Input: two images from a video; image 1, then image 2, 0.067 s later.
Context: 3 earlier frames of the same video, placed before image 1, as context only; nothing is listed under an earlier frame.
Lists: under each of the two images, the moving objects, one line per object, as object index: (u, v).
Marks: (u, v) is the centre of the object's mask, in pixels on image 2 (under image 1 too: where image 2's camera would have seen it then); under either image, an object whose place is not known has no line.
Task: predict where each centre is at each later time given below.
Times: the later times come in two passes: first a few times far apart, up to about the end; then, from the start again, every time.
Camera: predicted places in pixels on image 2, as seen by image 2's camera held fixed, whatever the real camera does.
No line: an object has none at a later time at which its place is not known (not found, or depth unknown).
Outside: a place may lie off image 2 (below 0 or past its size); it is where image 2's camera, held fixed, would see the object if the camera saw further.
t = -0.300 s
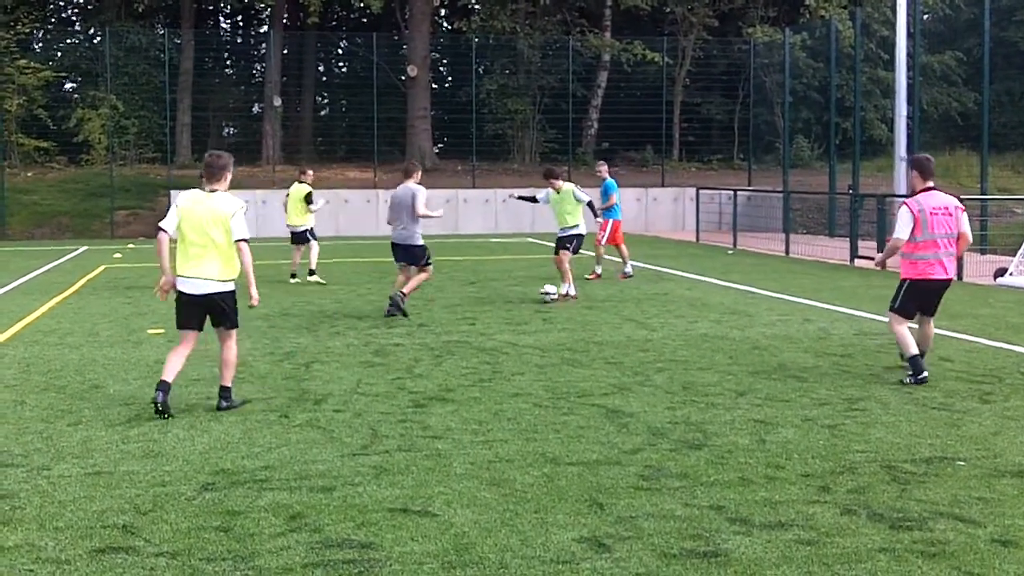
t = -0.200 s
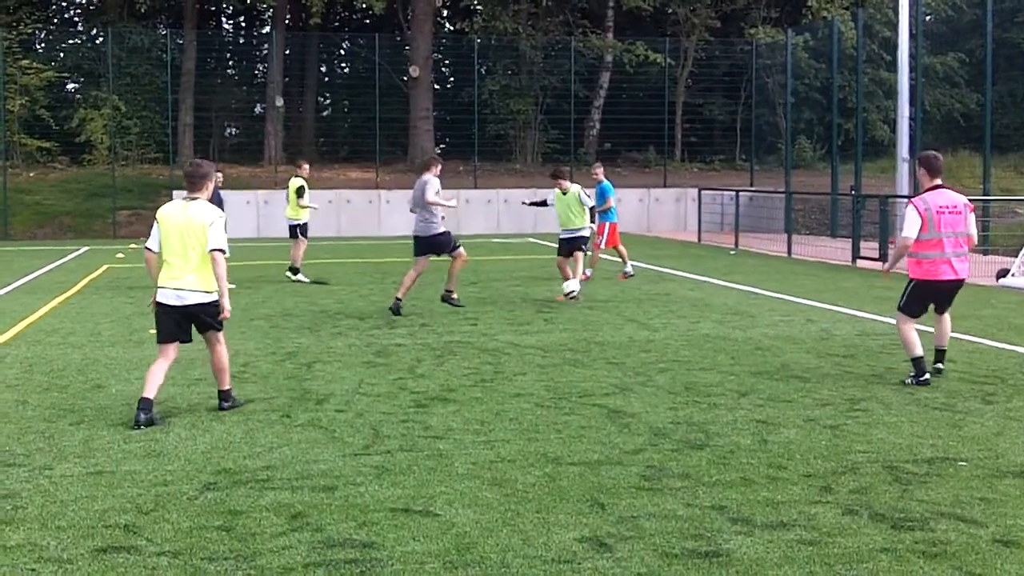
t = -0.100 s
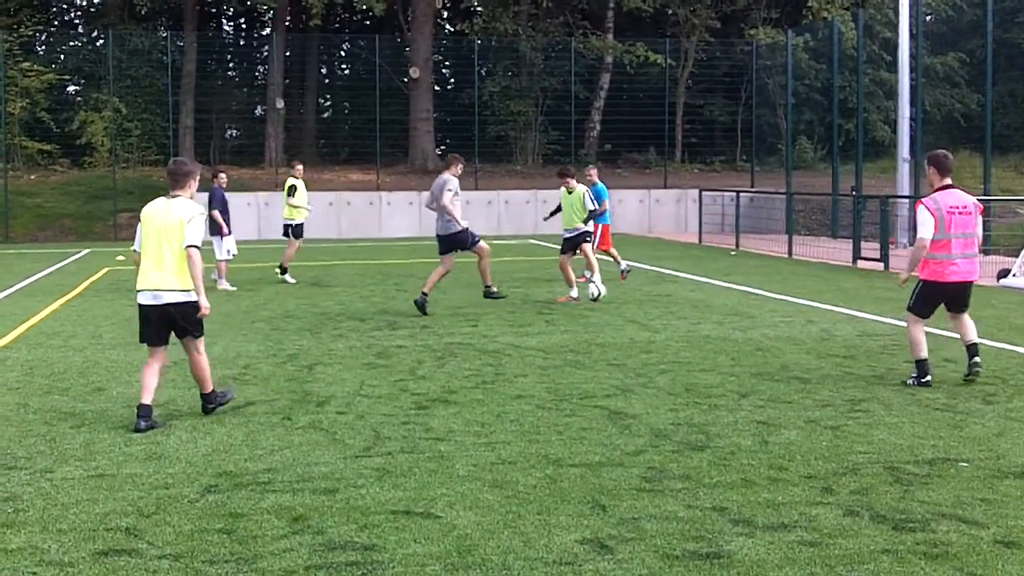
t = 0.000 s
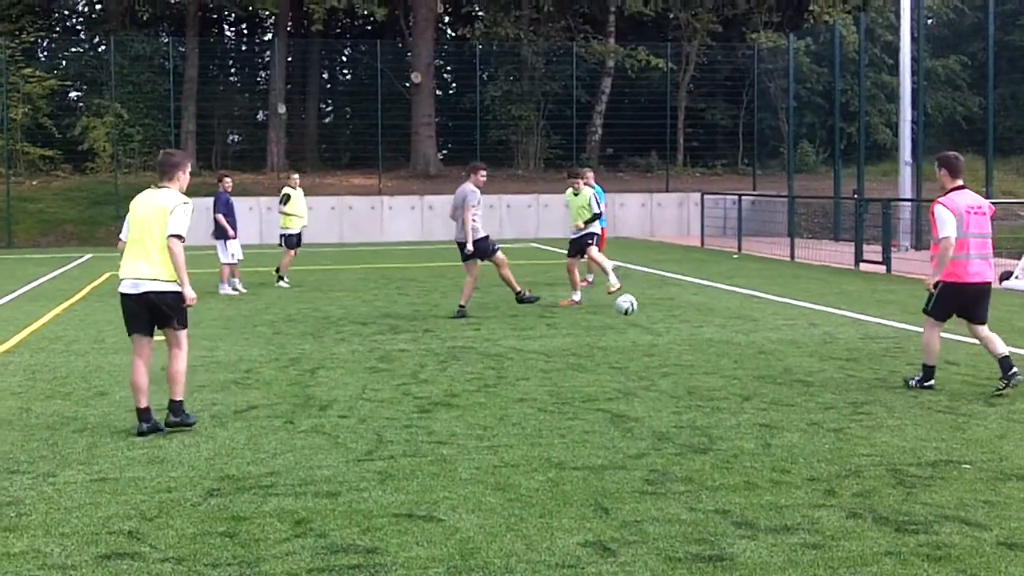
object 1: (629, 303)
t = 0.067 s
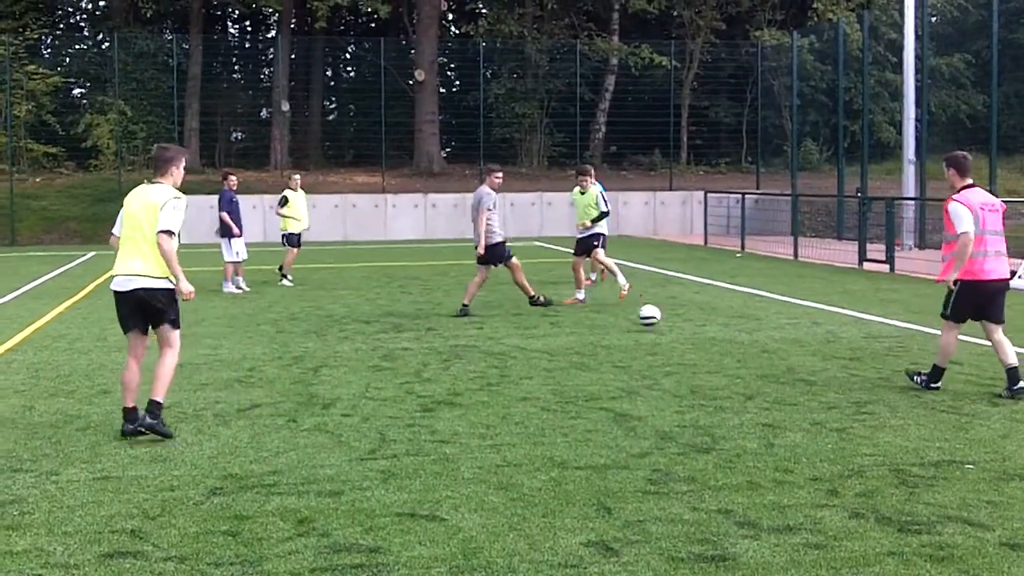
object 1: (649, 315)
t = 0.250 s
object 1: (705, 322)
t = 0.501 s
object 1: (789, 344)
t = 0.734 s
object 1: (876, 360)
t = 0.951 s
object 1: (965, 373)
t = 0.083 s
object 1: (655, 319)
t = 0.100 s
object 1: (660, 323)
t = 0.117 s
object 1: (665, 324)
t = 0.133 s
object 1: (669, 323)
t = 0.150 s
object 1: (674, 323)
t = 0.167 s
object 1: (678, 321)
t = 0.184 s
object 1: (684, 321)
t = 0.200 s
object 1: (689, 321)
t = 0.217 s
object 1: (694, 321)
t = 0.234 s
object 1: (699, 321)
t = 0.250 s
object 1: (705, 322)
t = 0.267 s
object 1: (710, 324)
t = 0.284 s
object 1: (716, 325)
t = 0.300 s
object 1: (722, 326)
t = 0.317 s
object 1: (727, 329)
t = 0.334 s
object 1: (732, 331)
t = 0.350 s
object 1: (739, 334)
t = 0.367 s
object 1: (744, 338)
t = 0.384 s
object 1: (749, 341)
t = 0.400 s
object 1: (755, 342)
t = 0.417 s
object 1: (760, 343)
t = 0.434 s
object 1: (766, 342)
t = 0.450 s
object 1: (772, 341)
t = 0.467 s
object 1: (778, 342)
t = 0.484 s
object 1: (783, 343)
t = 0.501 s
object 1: (789, 344)
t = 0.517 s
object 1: (795, 345)
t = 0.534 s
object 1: (801, 347)
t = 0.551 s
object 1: (807, 349)
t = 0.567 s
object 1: (813, 351)
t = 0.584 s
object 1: (818, 352)
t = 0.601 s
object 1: (825, 352)
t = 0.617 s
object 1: (831, 353)
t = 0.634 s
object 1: (837, 353)
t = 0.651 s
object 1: (844, 354)
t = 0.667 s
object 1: (850, 355)
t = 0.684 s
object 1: (856, 356)
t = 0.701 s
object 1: (862, 357)
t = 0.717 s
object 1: (869, 359)
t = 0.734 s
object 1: (876, 360)
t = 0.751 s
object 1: (882, 361)
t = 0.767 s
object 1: (888, 362)
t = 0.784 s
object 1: (895, 363)
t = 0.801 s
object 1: (902, 364)
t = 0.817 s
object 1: (909, 365)
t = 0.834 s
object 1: (915, 366)
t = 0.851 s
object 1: (922, 366)
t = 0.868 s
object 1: (929, 367)
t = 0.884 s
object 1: (936, 369)
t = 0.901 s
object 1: (943, 370)
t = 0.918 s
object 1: (951, 372)
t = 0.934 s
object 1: (958, 373)
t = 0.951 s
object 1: (965, 373)
